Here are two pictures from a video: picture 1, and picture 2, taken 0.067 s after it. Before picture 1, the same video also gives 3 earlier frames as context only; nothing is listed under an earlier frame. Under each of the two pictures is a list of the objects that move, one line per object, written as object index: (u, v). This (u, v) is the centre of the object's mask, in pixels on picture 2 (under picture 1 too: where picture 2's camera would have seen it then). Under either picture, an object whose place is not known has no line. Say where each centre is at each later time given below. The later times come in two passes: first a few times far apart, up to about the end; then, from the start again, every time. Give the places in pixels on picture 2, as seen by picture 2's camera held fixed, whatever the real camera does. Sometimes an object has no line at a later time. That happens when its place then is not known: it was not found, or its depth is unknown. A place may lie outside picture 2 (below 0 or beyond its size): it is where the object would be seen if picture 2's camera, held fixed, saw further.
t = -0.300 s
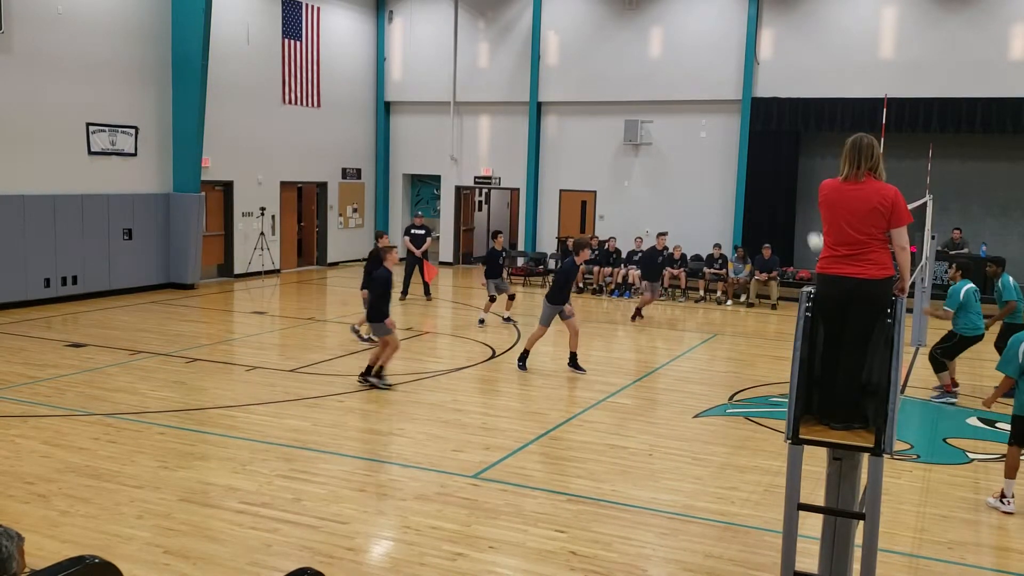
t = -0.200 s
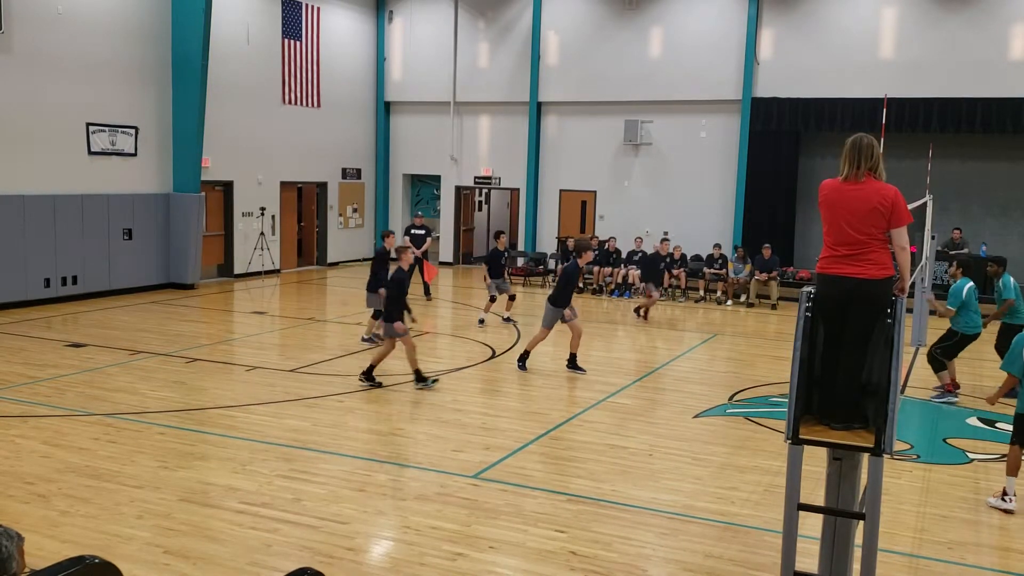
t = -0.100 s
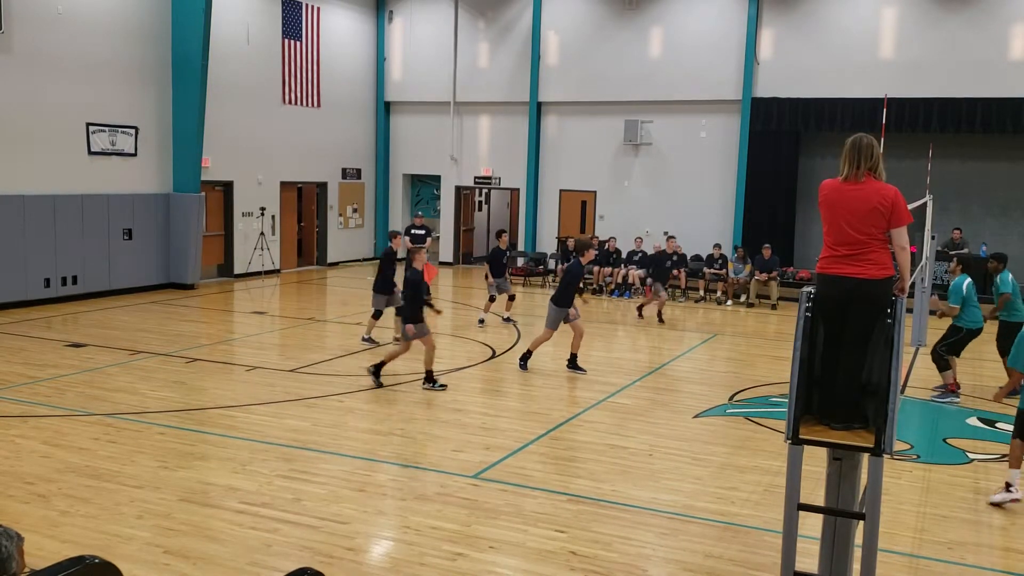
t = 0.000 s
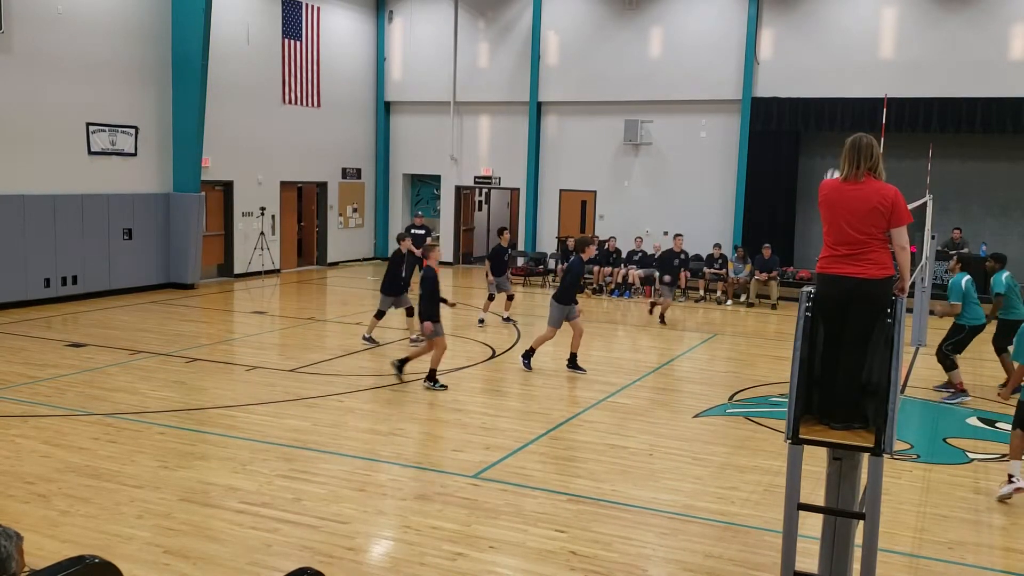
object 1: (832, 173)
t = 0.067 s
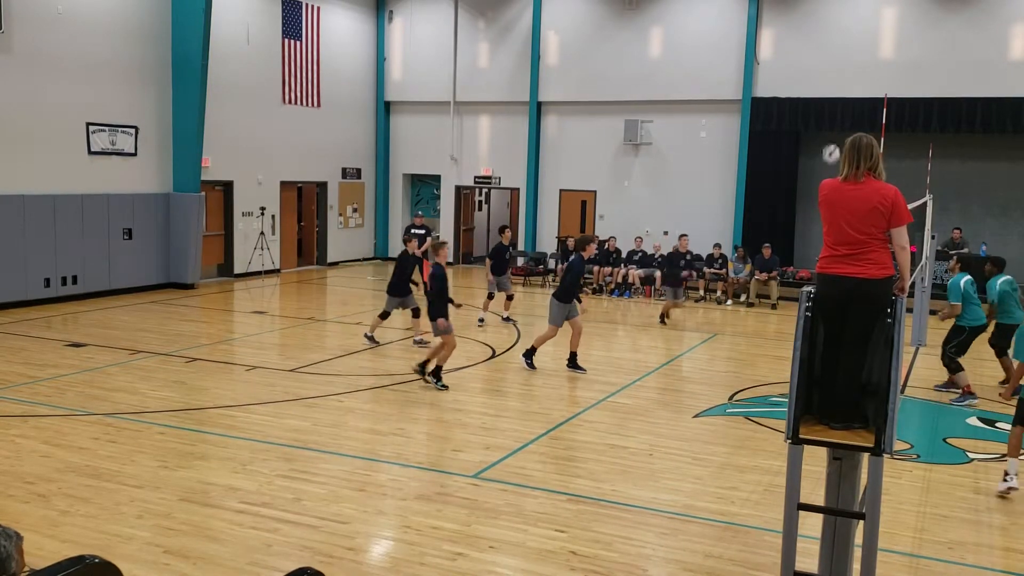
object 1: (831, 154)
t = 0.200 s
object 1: (827, 117)
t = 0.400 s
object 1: (819, 86)
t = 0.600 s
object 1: (810, 86)
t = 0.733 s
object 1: (803, 102)
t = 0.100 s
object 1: (830, 143)
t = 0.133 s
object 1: (829, 133)
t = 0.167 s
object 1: (828, 125)
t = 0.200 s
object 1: (827, 117)
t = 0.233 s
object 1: (826, 109)
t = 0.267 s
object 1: (825, 103)
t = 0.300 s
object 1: (823, 98)
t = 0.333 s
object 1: (822, 94)
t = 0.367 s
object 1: (821, 90)
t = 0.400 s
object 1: (819, 86)
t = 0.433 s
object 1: (819, 85)
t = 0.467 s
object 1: (817, 84)
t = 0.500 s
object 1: (815, 83)
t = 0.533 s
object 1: (813, 83)
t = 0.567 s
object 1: (812, 84)
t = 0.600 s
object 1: (810, 86)
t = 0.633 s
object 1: (808, 89)
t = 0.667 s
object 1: (807, 92)
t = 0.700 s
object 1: (805, 97)
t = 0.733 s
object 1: (803, 102)
